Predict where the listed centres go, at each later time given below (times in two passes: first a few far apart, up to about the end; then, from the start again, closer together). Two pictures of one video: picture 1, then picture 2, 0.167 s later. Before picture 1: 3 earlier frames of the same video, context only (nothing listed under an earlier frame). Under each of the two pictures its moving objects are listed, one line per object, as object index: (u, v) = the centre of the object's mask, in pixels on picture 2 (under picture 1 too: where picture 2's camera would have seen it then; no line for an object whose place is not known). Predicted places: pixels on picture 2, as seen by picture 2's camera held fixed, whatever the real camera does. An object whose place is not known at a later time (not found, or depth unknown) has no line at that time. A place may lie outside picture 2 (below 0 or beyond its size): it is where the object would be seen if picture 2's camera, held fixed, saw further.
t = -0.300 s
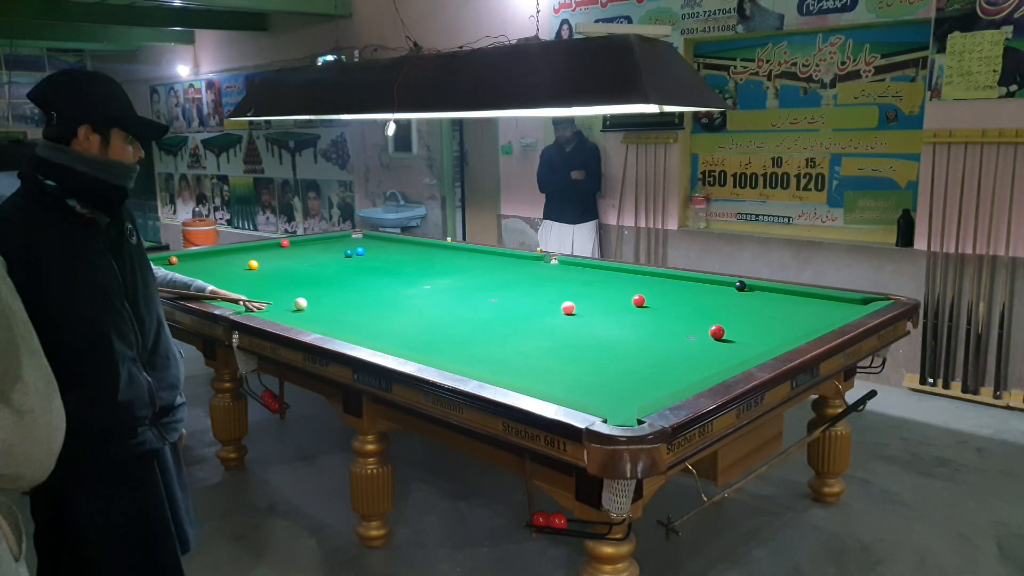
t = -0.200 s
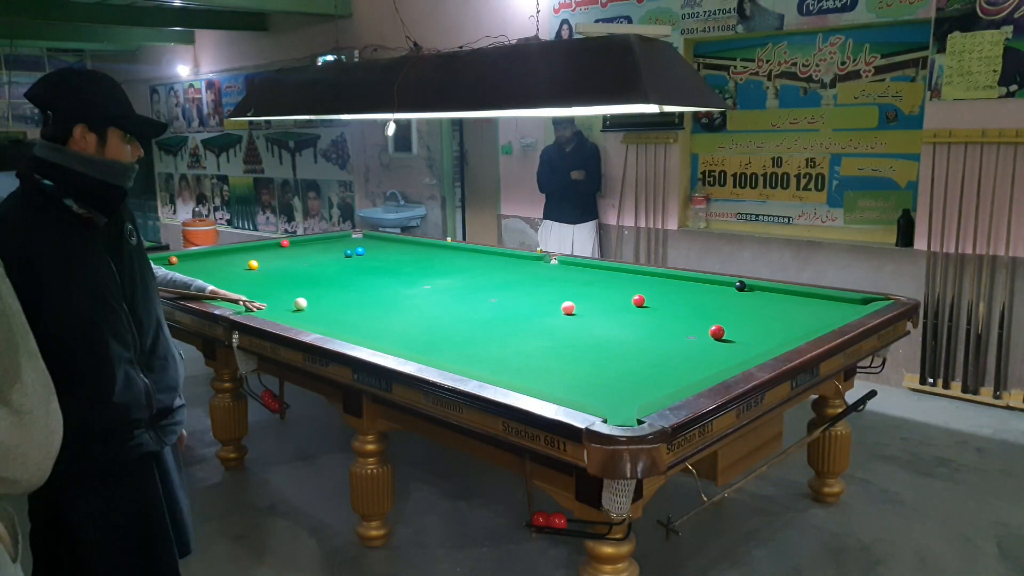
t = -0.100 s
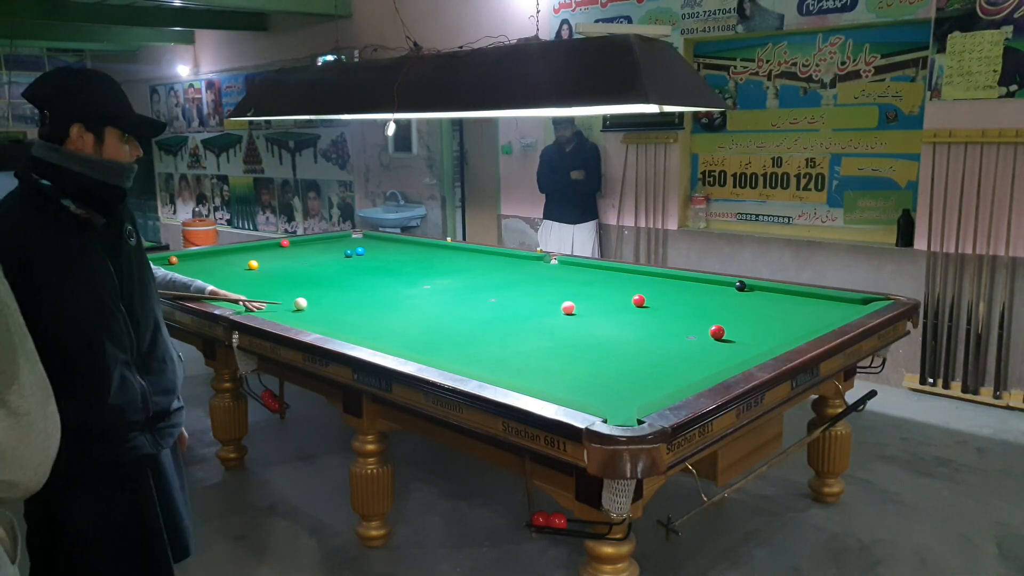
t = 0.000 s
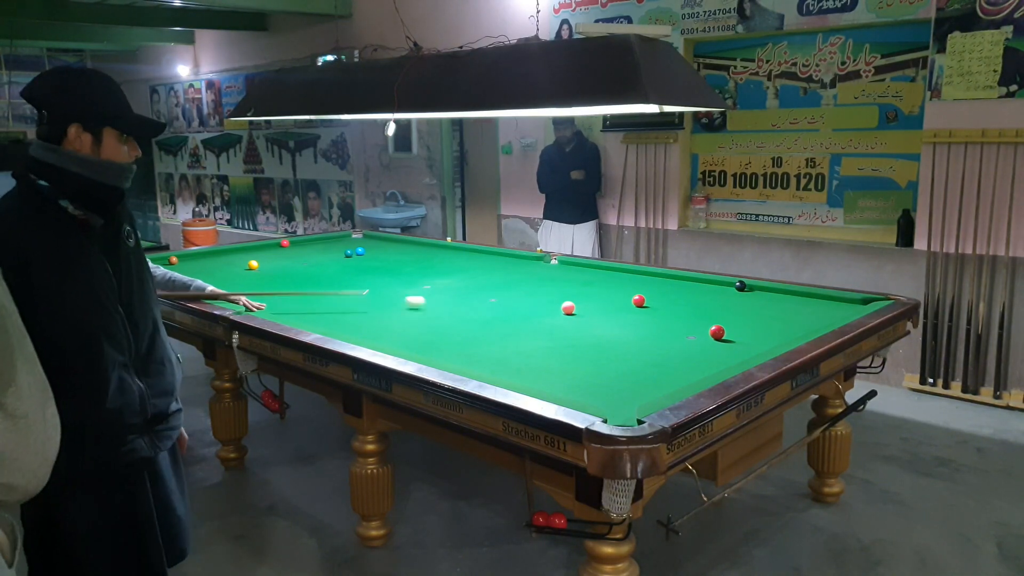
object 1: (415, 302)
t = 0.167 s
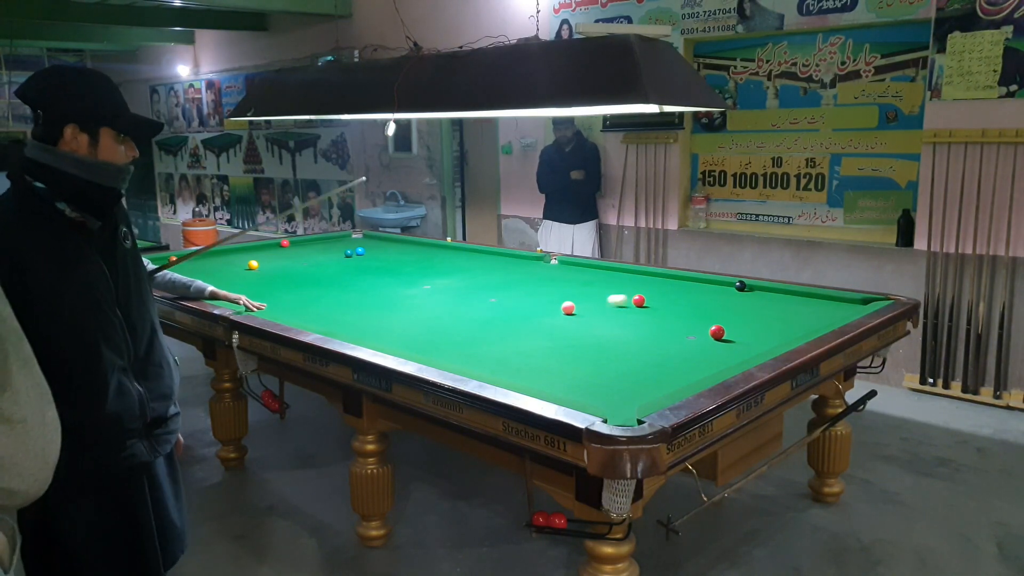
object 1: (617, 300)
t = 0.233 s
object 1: (629, 298)
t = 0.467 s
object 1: (648, 297)
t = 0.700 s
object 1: (668, 295)
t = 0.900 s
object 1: (684, 293)
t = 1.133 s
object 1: (701, 291)
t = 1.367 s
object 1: (716, 289)
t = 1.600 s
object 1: (730, 288)
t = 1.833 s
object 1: (738, 287)
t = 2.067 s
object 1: (742, 288)
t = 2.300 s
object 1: (745, 288)
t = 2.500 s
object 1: (746, 288)
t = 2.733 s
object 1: (745, 289)
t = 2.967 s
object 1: (745, 288)
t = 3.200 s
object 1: (745, 288)
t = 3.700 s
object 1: (745, 288)
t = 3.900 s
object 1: (745, 288)
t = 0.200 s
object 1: (627, 299)
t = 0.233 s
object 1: (629, 298)
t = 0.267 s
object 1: (630, 299)
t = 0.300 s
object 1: (633, 299)
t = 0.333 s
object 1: (636, 298)
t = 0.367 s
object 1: (639, 298)
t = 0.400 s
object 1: (642, 298)
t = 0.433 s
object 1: (645, 297)
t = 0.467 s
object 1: (648, 297)
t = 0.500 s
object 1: (651, 296)
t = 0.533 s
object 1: (654, 296)
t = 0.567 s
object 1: (657, 296)
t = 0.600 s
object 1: (660, 296)
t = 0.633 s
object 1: (663, 295)
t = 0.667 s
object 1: (665, 295)
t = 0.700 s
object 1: (668, 295)
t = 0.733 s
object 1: (671, 295)
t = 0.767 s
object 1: (674, 294)
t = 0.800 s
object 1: (676, 294)
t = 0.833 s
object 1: (679, 293)
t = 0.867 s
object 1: (681, 293)
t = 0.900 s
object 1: (684, 293)
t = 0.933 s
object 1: (686, 293)
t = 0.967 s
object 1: (689, 293)
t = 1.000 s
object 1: (692, 292)
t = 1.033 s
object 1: (694, 292)
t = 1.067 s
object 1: (696, 292)
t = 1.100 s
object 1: (698, 291)
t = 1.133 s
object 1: (701, 291)
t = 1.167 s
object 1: (703, 291)
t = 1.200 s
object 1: (705, 291)
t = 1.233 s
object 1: (707, 291)
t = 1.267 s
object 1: (710, 290)
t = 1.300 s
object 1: (712, 290)
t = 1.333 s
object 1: (714, 290)
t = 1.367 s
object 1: (716, 289)
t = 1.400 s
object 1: (718, 289)
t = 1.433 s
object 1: (720, 289)
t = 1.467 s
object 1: (722, 289)
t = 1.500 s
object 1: (724, 288)
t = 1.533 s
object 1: (726, 288)
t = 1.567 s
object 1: (728, 288)
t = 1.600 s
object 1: (730, 288)
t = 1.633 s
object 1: (732, 288)
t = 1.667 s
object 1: (734, 287)
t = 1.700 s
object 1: (735, 287)
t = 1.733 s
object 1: (736, 287)
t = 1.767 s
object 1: (737, 287)
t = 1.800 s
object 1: (738, 287)
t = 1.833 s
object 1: (738, 287)
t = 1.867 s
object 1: (739, 287)
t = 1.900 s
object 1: (740, 288)
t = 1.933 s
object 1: (741, 288)
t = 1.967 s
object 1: (741, 288)
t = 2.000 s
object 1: (741, 288)
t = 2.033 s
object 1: (742, 288)
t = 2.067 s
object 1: (742, 288)
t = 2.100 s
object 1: (743, 288)
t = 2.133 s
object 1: (743, 288)
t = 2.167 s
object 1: (743, 288)
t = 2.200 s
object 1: (744, 288)
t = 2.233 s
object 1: (744, 288)
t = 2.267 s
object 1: (744, 288)
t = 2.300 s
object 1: (745, 288)
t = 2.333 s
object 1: (745, 288)
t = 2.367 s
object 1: (745, 288)
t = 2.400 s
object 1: (745, 288)
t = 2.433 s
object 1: (745, 288)
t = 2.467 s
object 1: (745, 288)
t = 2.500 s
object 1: (746, 288)
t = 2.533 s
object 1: (746, 288)
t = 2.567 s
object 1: (745, 289)
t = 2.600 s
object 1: (746, 289)
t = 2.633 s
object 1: (745, 288)
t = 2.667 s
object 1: (745, 288)
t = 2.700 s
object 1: (745, 288)
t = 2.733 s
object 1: (745, 289)
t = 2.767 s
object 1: (745, 289)
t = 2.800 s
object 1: (745, 288)
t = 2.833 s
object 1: (745, 289)
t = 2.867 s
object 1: (745, 289)
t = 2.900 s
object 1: (745, 289)
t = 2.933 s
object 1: (745, 289)
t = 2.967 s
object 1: (745, 288)
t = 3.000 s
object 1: (745, 288)
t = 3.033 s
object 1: (745, 289)
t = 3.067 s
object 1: (745, 289)
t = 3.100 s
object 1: (745, 288)
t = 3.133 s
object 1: (745, 288)
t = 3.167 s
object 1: (745, 288)
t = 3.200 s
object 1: (745, 288)
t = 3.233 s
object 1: (745, 288)
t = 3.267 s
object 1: (745, 288)
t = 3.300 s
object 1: (745, 288)
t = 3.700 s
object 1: (745, 288)
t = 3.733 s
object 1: (746, 288)
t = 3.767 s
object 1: (745, 288)
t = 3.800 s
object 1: (745, 288)
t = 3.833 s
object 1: (745, 288)
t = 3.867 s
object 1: (742, 288)
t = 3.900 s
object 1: (745, 288)
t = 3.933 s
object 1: (745, 288)
